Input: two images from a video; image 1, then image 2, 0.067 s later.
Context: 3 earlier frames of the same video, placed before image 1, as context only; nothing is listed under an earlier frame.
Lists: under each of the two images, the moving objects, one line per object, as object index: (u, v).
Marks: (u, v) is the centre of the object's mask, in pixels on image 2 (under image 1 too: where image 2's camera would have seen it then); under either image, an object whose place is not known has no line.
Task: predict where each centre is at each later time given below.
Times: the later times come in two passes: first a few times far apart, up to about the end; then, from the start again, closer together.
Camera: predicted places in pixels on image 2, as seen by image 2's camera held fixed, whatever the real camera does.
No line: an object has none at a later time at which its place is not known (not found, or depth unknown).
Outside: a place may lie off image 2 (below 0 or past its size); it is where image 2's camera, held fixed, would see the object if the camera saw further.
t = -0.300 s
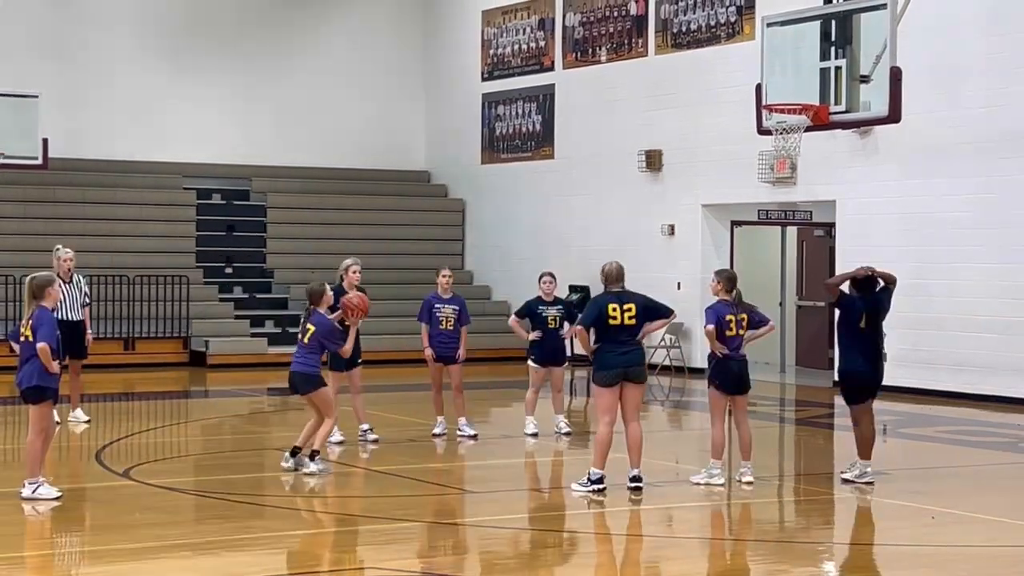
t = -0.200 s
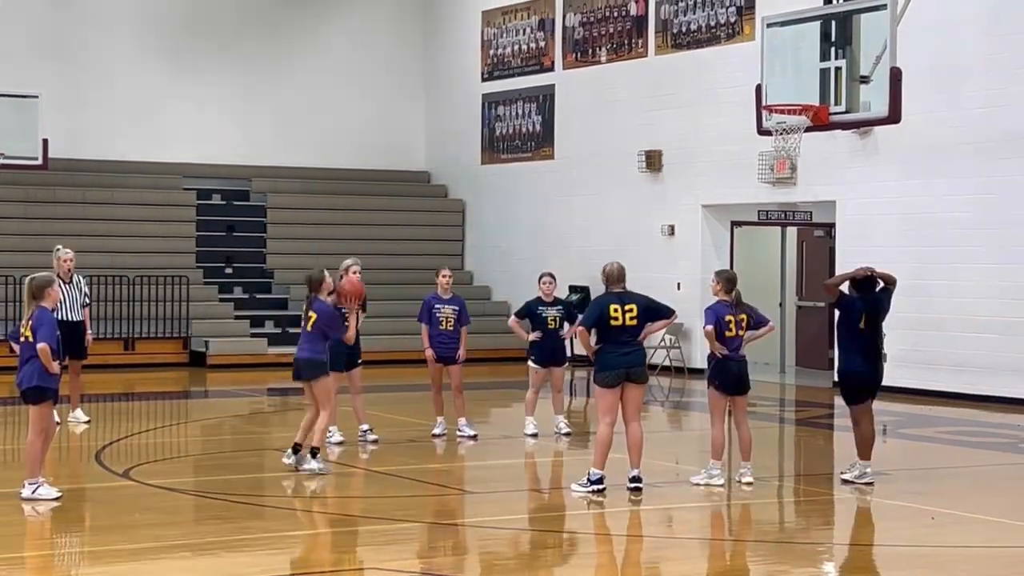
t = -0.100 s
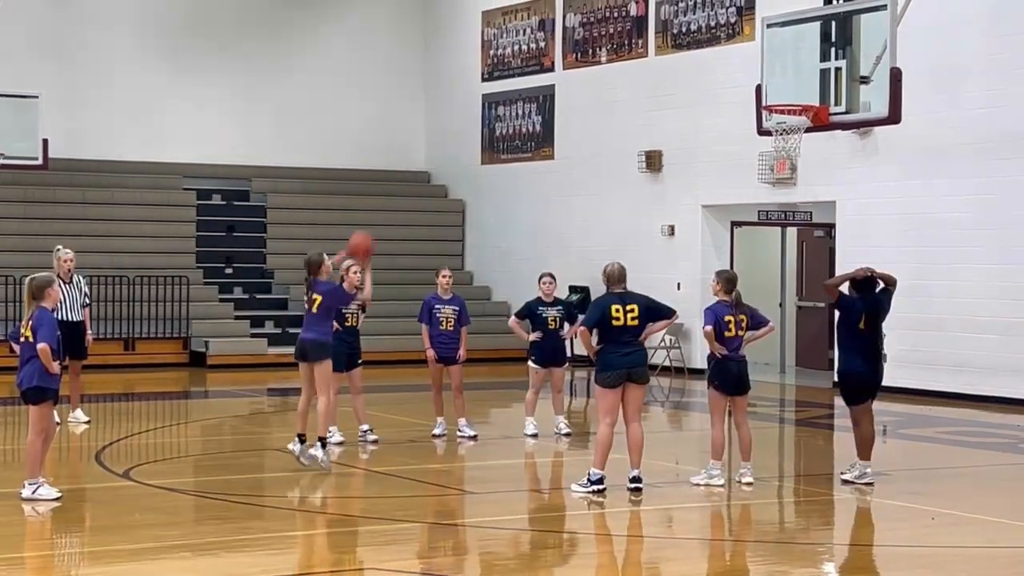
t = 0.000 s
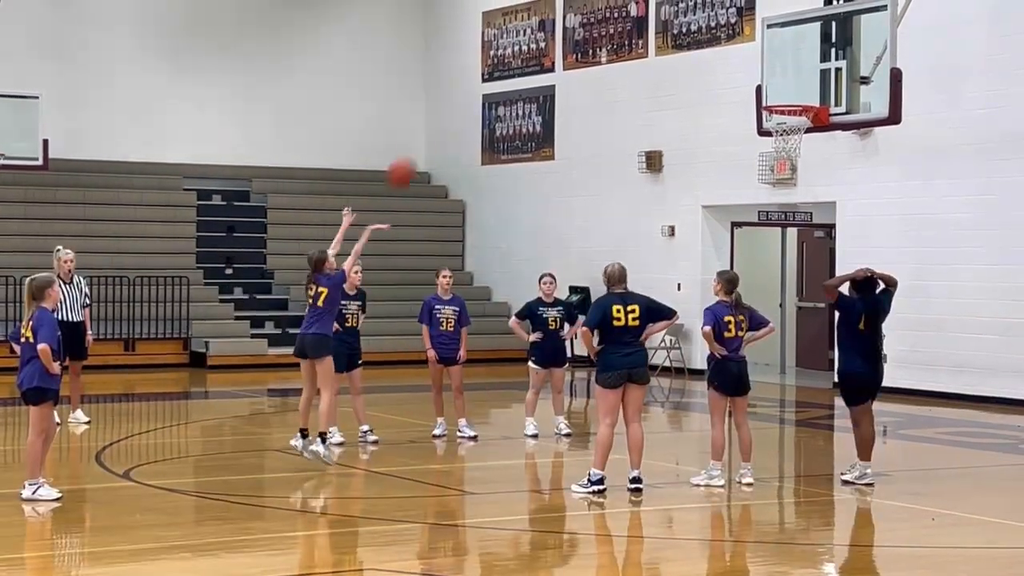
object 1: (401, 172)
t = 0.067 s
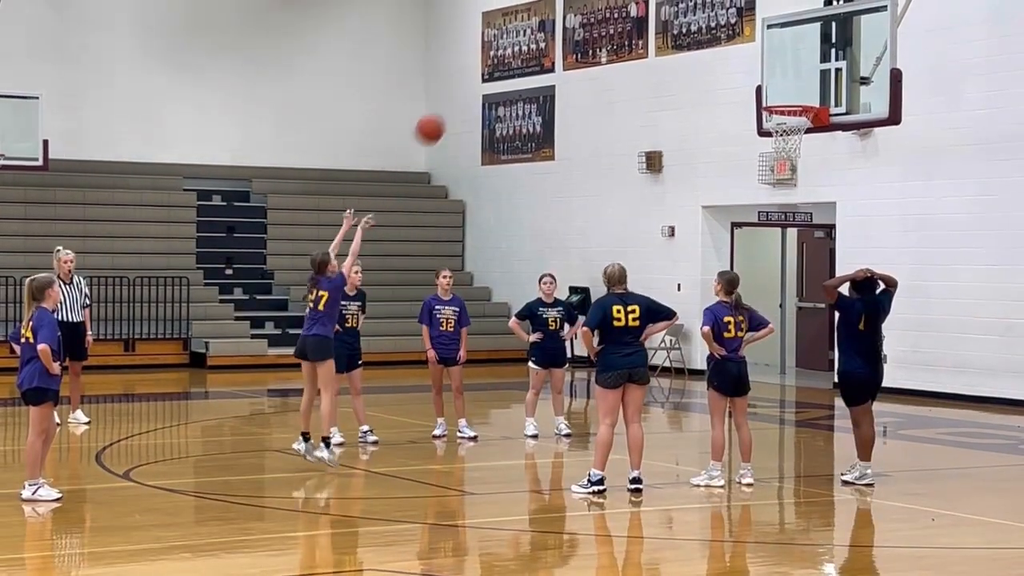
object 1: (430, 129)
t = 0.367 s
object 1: (548, 7)
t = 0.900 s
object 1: (731, 45)
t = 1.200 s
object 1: (799, 90)
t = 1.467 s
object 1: (774, 68)
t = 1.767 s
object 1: (741, 125)
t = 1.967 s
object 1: (715, 207)
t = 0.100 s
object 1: (443, 109)
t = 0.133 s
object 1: (457, 91)
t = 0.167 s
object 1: (470, 74)
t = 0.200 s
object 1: (484, 58)
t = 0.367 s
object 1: (548, 7)
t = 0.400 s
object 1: (561, 3)
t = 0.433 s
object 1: (572, 1)
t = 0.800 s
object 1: (699, 13)
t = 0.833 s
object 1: (710, 23)
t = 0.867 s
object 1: (721, 34)
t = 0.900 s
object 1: (731, 45)
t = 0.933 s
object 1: (742, 57)
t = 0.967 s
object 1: (752, 71)
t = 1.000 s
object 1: (762, 85)
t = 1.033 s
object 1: (772, 95)
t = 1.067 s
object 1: (781, 95)
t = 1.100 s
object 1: (789, 96)
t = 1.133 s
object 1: (798, 97)
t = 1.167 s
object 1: (802, 96)
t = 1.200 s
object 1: (799, 90)
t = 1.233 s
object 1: (796, 83)
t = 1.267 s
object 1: (793, 77)
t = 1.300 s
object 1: (790, 73)
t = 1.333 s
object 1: (787, 69)
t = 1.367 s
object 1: (783, 67)
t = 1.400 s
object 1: (781, 66)
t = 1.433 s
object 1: (777, 66)
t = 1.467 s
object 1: (774, 68)
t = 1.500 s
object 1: (771, 70)
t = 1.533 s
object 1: (767, 74)
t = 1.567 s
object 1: (764, 79)
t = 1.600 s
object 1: (761, 85)
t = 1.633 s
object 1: (757, 92)
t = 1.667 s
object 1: (754, 100)
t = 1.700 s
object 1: (748, 108)
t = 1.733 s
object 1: (745, 116)
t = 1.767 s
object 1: (741, 125)
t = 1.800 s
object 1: (737, 136)
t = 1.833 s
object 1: (733, 148)
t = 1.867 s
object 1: (729, 161)
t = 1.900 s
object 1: (724, 175)
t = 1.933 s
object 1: (720, 190)
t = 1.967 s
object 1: (715, 207)
